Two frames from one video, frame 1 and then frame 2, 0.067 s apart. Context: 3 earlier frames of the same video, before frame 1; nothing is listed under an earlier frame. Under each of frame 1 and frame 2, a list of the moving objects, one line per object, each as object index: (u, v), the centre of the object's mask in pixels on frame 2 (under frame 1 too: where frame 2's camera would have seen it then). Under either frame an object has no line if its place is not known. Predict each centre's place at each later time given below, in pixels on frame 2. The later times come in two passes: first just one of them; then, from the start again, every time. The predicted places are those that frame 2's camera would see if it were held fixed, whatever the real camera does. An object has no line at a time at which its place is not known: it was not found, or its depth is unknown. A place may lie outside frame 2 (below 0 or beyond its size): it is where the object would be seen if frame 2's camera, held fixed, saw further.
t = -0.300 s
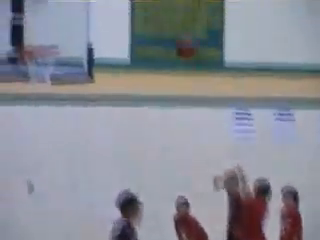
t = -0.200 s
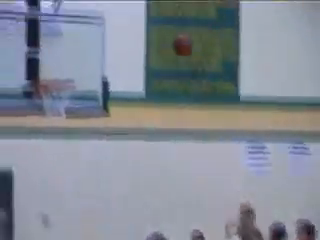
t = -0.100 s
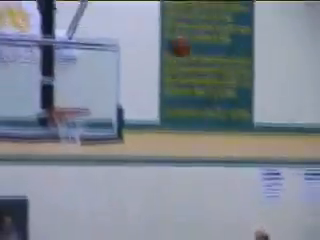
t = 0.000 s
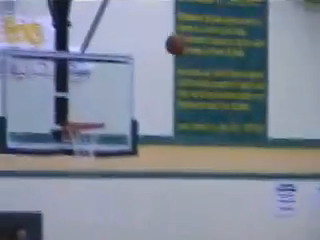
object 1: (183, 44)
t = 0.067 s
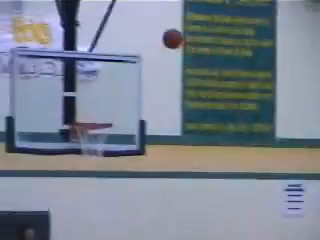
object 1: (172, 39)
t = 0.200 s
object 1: (151, 39)
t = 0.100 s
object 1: (167, 37)
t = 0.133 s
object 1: (162, 37)
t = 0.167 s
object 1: (156, 38)
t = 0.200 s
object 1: (151, 39)
